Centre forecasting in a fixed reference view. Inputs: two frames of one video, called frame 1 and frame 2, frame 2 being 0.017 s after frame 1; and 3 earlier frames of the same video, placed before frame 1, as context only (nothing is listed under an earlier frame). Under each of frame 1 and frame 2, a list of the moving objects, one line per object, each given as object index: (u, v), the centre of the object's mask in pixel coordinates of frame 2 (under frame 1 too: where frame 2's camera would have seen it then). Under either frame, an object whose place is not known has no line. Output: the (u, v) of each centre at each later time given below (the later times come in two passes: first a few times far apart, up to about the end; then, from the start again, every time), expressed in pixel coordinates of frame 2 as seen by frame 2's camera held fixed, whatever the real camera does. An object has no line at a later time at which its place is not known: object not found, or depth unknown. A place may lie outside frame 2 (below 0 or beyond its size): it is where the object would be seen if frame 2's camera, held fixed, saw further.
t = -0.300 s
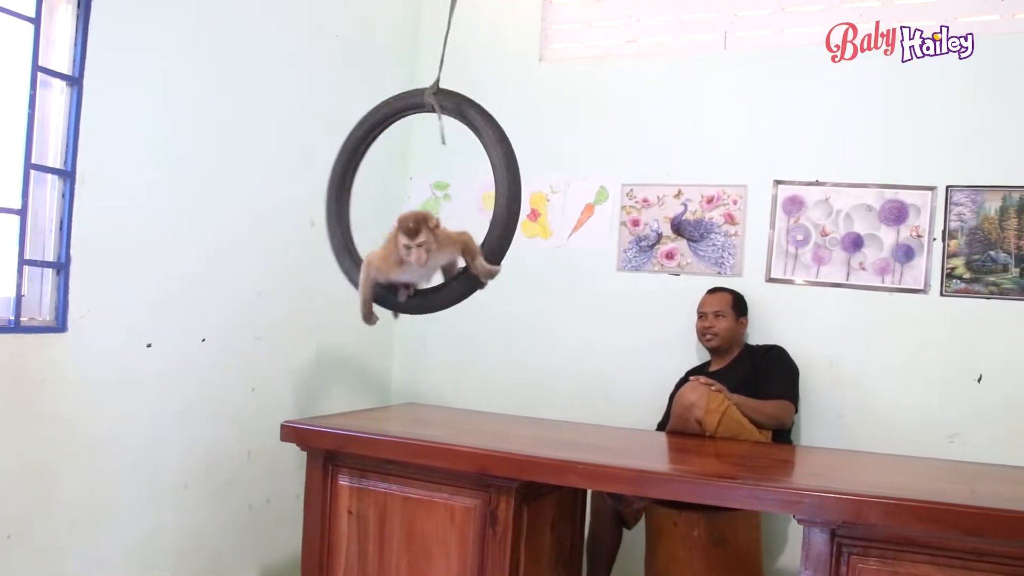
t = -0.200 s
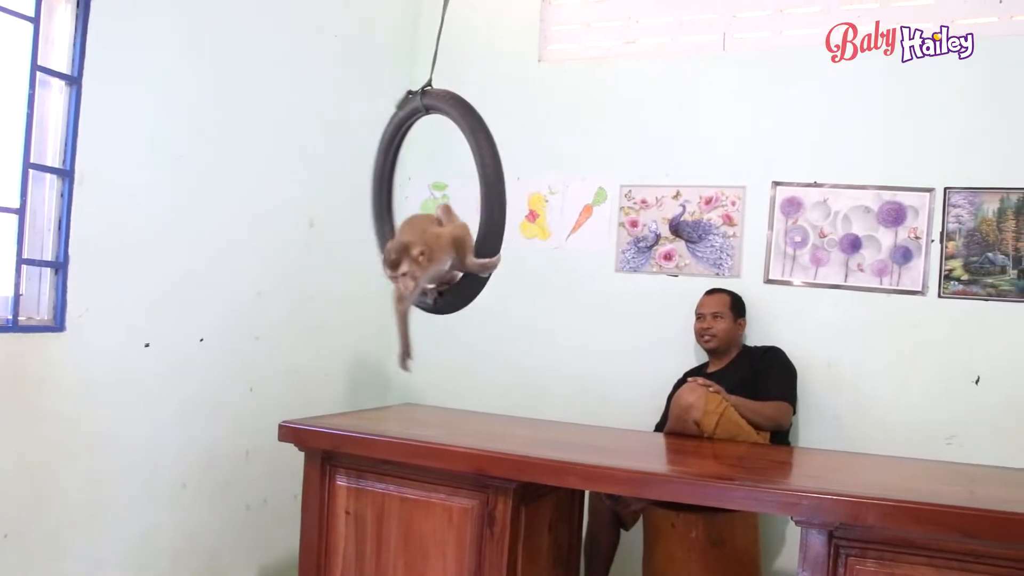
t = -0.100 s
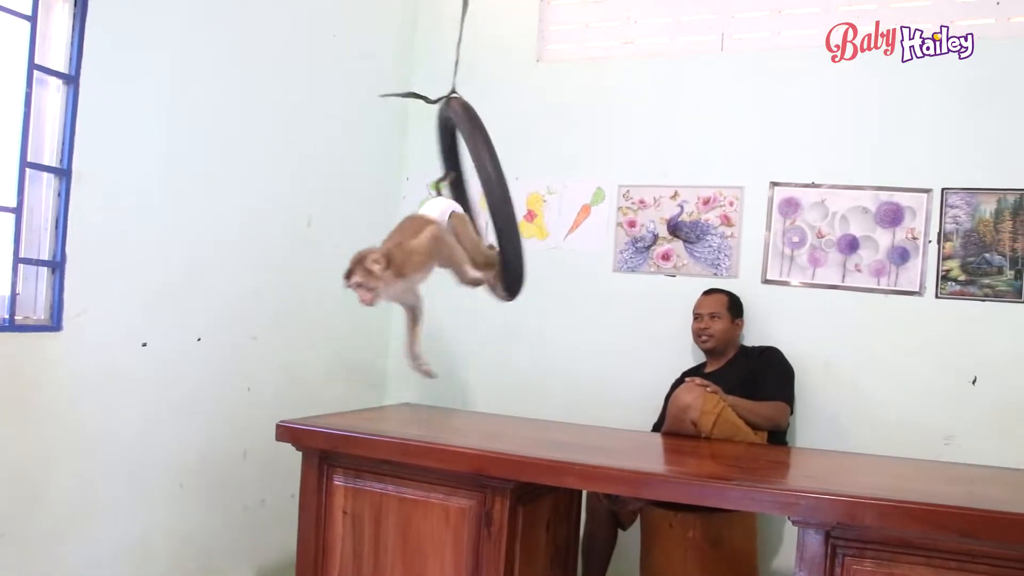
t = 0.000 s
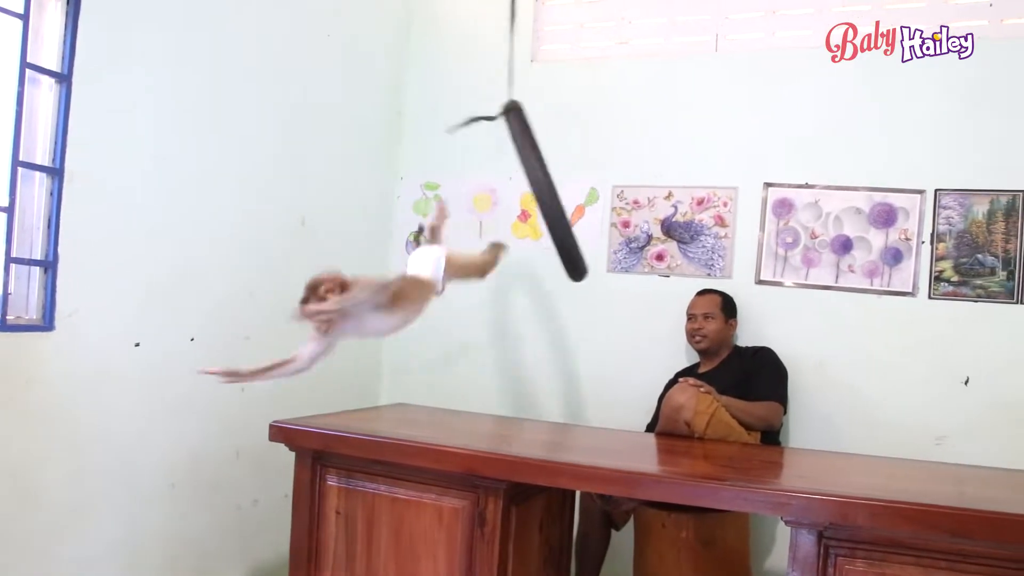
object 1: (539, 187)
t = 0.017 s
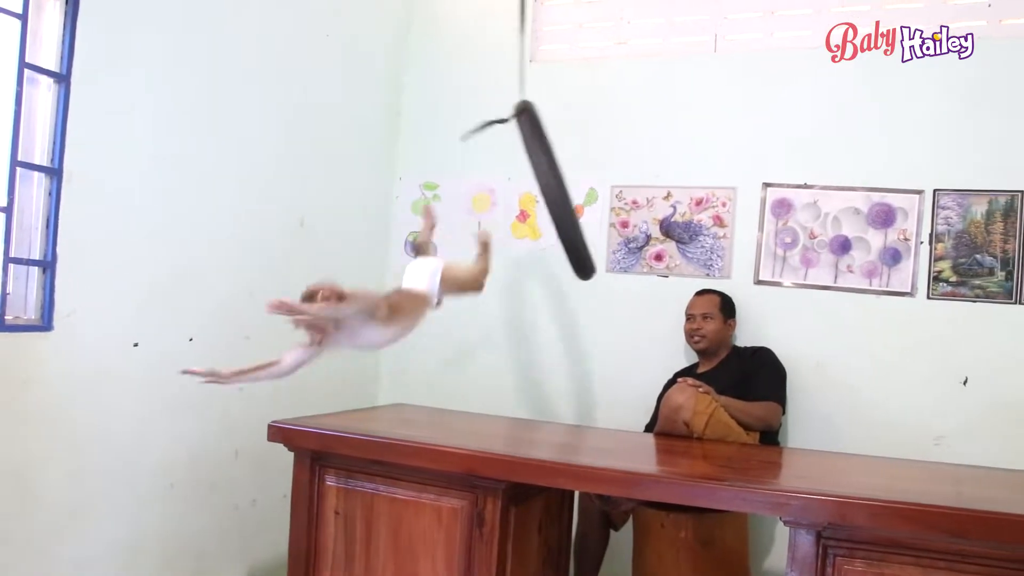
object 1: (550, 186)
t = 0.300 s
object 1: (685, 149)
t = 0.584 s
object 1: (730, 113)
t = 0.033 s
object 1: (561, 185)
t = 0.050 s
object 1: (572, 185)
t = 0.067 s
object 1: (586, 188)
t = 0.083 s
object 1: (596, 186)
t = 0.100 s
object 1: (605, 185)
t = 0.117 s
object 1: (613, 181)
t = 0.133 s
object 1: (622, 179)
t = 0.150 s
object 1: (630, 176)
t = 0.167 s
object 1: (638, 173)
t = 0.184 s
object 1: (645, 171)
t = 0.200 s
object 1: (652, 168)
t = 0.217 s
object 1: (659, 165)
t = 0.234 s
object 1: (665, 161)
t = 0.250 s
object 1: (670, 158)
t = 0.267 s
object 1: (675, 156)
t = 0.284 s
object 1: (681, 152)
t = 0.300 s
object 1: (685, 149)
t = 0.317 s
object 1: (689, 145)
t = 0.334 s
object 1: (693, 141)
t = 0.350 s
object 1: (697, 137)
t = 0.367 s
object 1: (700, 133)
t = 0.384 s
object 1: (703, 129)
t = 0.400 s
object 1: (706, 125)
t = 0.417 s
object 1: (709, 121)
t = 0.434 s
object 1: (711, 118)
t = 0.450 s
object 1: (714, 116)
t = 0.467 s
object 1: (716, 114)
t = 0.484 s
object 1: (718, 112)
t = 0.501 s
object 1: (721, 111)
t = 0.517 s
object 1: (723, 110)
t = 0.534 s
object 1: (725, 110)
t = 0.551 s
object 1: (726, 110)
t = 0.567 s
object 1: (728, 111)
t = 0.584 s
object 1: (730, 113)
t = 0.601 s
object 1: (731, 115)
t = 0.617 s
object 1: (733, 117)
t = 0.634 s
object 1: (734, 119)
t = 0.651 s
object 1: (735, 122)
